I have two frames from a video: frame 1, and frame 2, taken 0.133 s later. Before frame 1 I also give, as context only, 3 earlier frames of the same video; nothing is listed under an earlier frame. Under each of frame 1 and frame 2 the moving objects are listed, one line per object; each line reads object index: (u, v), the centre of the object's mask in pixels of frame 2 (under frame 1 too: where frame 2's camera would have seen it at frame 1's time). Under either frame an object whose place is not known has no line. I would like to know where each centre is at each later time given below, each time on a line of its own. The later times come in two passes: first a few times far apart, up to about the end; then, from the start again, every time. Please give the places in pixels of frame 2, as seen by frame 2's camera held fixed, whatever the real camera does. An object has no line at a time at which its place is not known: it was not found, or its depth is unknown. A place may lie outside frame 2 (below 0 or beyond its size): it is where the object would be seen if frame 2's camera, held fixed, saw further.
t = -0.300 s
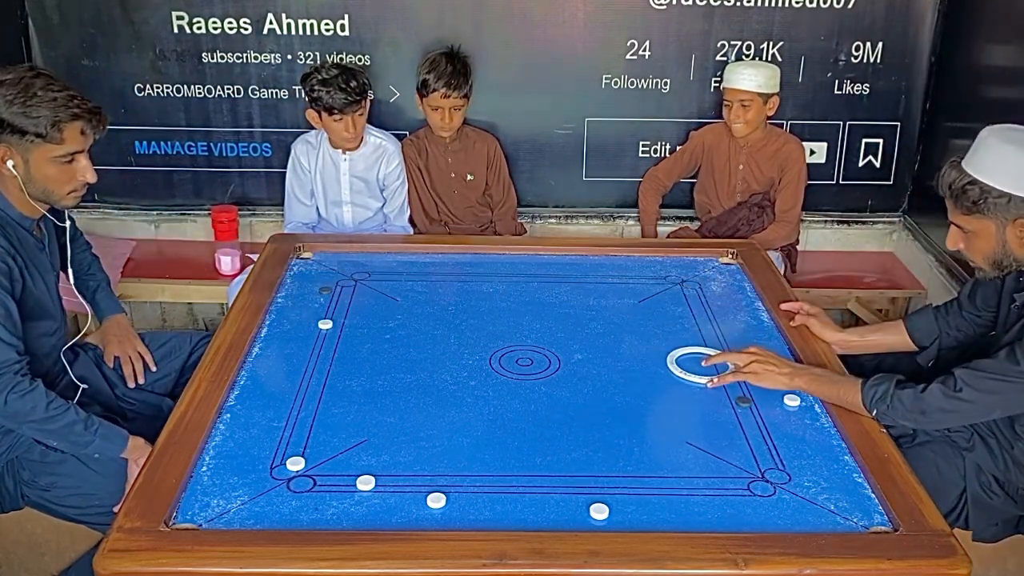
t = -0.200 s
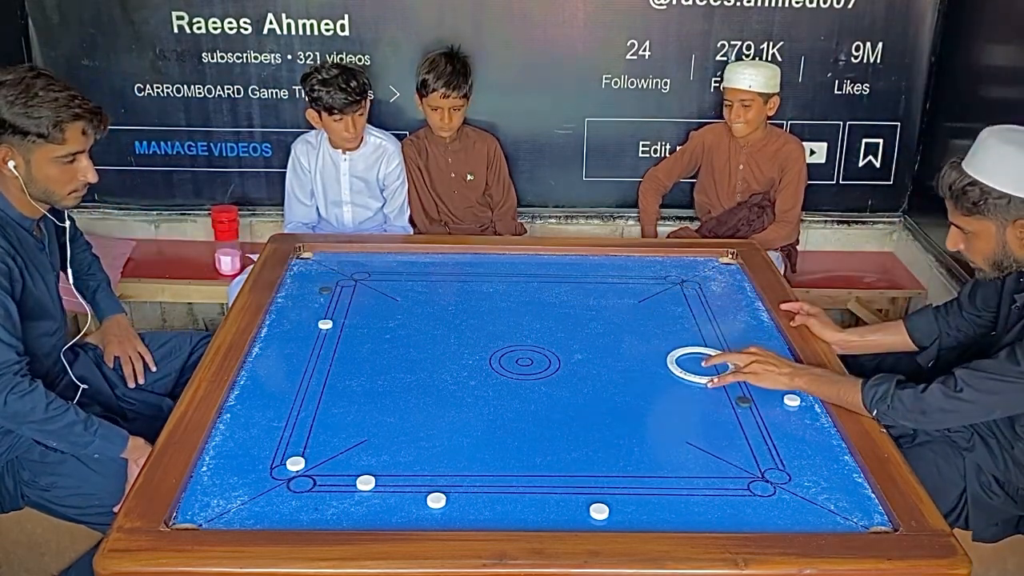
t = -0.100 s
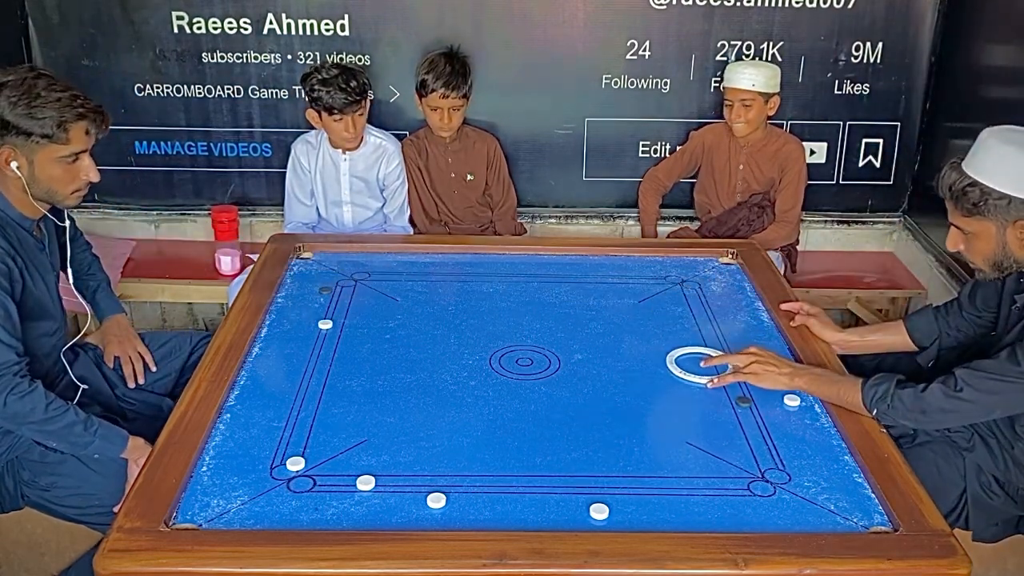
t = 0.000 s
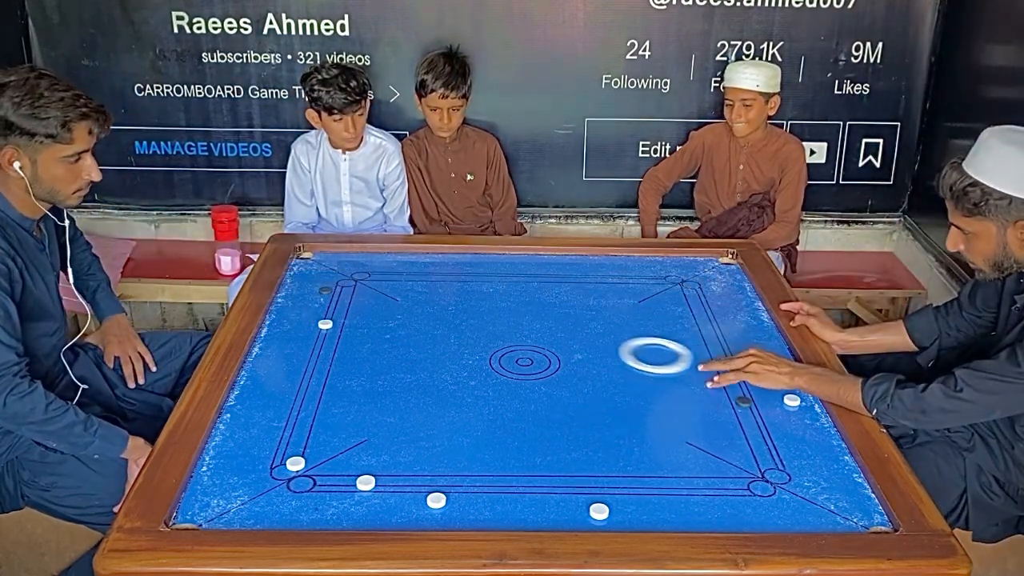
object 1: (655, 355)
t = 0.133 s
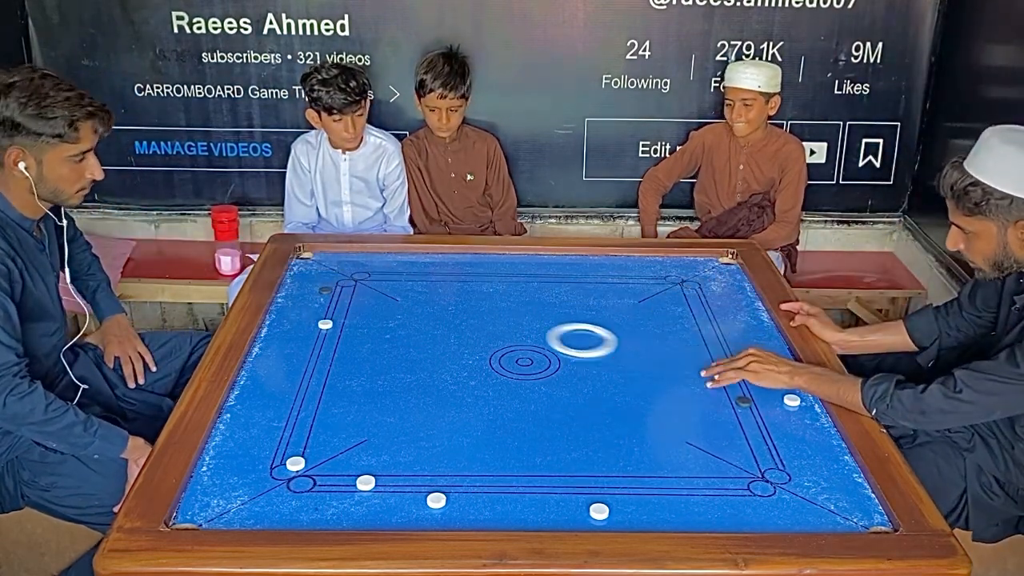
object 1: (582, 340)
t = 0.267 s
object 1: (513, 326)
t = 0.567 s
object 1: (374, 298)
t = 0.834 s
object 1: (329, 281)
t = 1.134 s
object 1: (340, 269)
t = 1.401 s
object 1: (341, 265)
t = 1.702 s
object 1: (336, 270)
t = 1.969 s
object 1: (333, 273)
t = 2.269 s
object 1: (332, 274)
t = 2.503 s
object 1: (332, 274)
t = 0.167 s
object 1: (564, 337)
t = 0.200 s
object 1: (547, 333)
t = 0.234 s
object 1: (530, 329)
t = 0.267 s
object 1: (513, 326)
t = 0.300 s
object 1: (496, 323)
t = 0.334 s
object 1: (480, 320)
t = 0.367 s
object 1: (464, 316)
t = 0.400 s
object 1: (449, 313)
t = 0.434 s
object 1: (433, 310)
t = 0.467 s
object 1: (418, 307)
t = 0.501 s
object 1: (403, 304)
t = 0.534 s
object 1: (388, 301)
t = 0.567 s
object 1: (374, 298)
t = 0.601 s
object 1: (359, 295)
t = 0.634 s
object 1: (348, 293)
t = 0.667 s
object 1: (336, 291)
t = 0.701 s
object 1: (326, 288)
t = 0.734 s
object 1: (324, 286)
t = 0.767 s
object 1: (326, 284)
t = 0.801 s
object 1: (327, 283)
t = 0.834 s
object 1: (329, 281)
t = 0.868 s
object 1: (330, 279)
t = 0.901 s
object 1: (332, 278)
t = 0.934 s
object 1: (333, 276)
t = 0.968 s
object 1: (334, 275)
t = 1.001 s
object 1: (336, 273)
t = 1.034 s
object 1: (337, 272)
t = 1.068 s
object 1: (338, 271)
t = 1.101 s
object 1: (339, 270)
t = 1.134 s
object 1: (340, 269)
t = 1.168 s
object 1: (341, 267)
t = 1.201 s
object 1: (341, 266)
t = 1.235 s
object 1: (342, 265)
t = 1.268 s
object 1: (343, 264)
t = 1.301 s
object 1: (344, 263)
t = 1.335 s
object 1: (344, 263)
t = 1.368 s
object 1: (343, 264)
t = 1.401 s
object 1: (341, 265)
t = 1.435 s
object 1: (341, 265)
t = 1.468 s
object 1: (340, 266)
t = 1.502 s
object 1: (339, 267)
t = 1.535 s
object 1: (339, 267)
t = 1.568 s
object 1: (338, 268)
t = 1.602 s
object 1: (337, 268)
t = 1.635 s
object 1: (337, 269)
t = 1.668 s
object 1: (336, 269)
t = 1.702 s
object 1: (336, 270)
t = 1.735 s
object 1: (335, 271)
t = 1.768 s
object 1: (335, 271)
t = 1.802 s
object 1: (334, 271)
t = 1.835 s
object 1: (334, 272)
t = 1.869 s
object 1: (334, 272)
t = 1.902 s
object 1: (333, 272)
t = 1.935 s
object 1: (333, 273)
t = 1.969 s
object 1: (333, 273)
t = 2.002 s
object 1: (333, 273)
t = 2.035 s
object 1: (333, 273)
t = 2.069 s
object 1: (332, 273)
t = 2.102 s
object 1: (332, 274)
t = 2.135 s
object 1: (332, 274)
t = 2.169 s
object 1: (332, 274)
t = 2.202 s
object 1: (332, 274)
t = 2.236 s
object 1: (332, 274)
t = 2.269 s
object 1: (332, 274)
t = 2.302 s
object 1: (332, 274)
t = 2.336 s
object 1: (332, 274)
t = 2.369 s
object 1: (332, 274)
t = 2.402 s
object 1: (332, 274)
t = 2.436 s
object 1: (332, 274)
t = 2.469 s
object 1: (332, 274)
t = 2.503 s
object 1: (332, 274)
